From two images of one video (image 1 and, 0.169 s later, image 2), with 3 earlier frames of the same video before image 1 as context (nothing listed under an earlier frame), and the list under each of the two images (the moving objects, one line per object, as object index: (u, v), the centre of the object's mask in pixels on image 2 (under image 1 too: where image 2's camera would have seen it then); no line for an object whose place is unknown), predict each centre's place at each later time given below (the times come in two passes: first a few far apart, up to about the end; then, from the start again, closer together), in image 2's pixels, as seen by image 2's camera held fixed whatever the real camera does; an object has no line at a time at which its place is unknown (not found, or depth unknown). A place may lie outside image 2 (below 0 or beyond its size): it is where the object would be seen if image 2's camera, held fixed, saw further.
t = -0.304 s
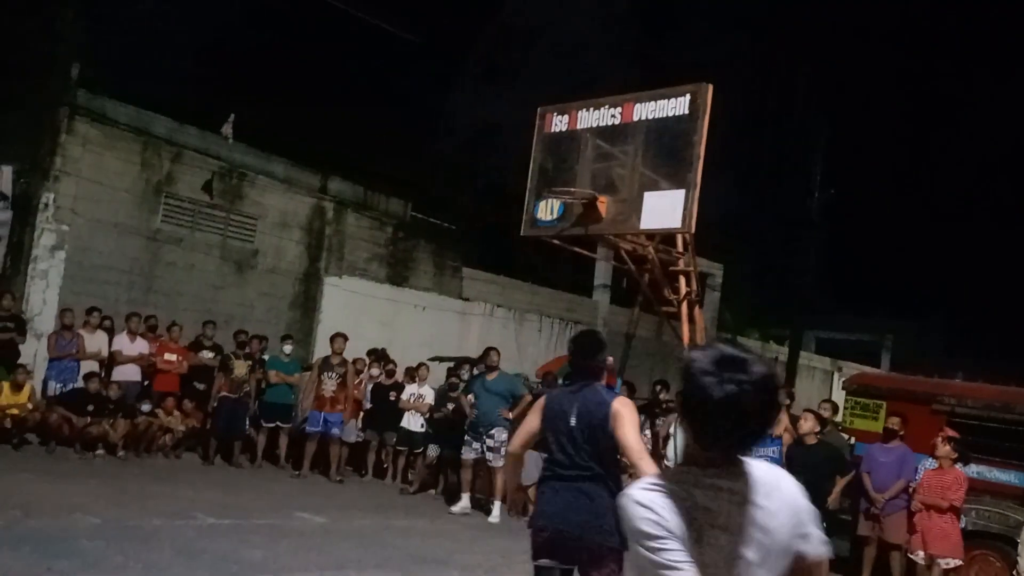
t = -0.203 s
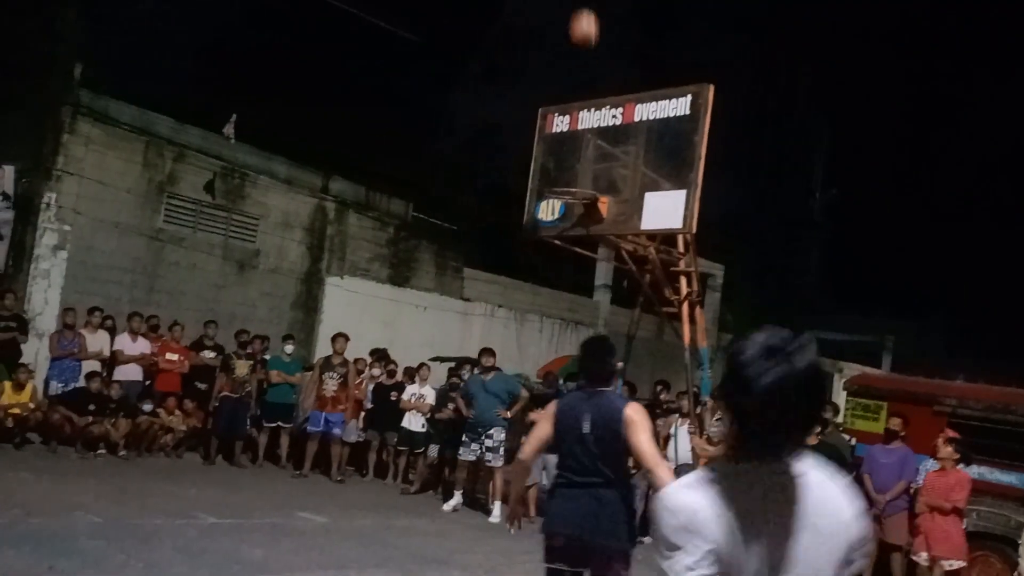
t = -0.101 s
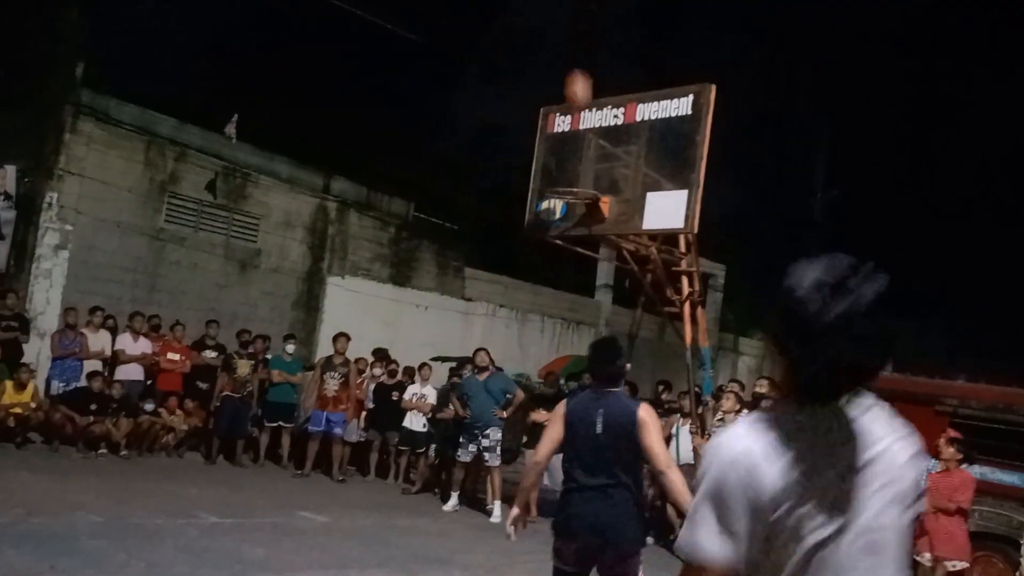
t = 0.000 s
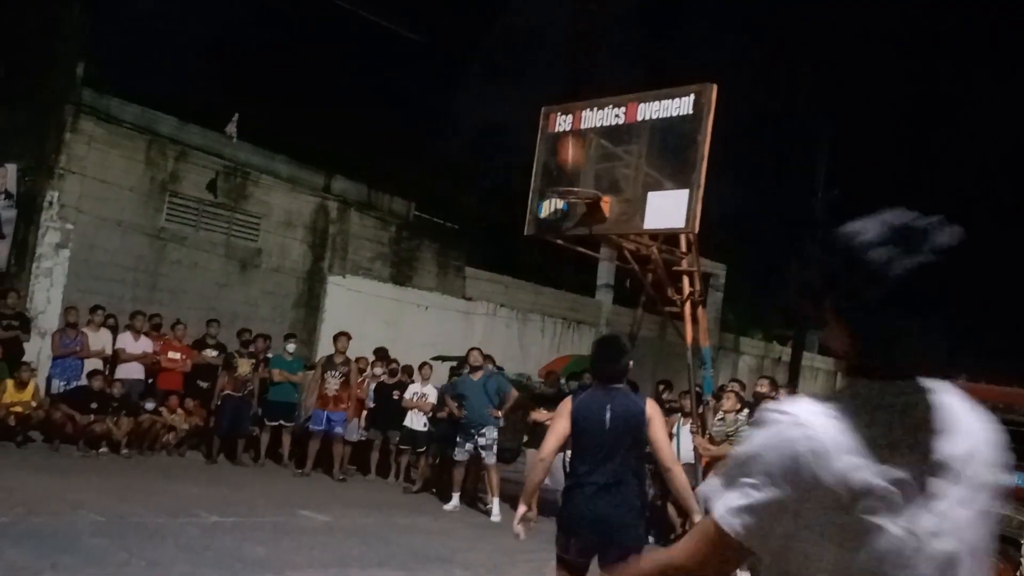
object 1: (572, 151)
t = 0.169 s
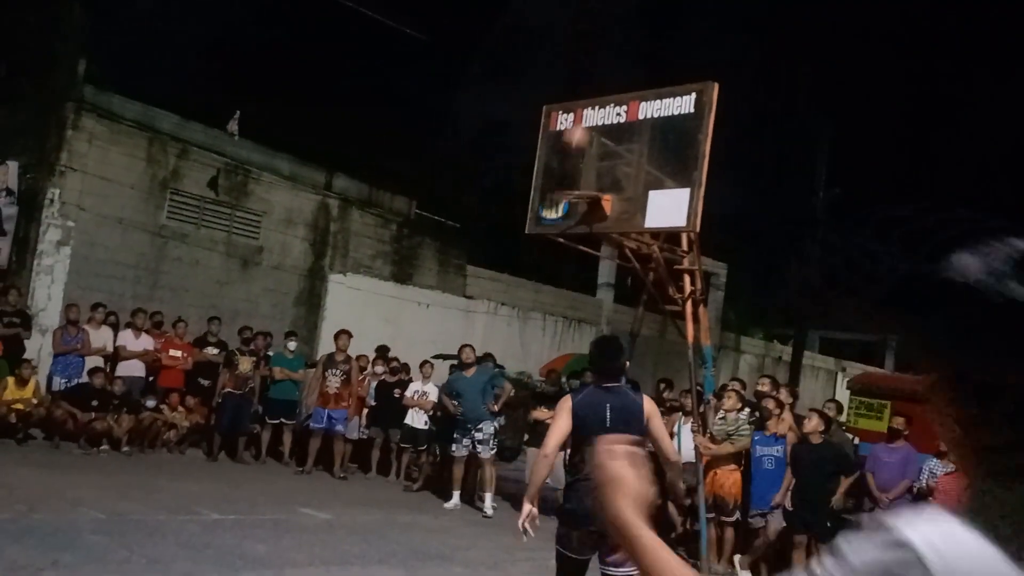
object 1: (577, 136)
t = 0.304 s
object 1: (583, 103)
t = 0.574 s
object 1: (587, 93)
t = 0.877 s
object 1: (583, 173)
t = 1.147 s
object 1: (582, 214)
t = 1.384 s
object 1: (575, 329)
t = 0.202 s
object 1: (577, 127)
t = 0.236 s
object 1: (578, 117)
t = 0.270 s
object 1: (581, 109)
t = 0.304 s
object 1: (583, 103)
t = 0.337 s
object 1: (583, 98)
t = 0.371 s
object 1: (584, 92)
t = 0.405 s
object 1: (585, 90)
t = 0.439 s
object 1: (586, 89)
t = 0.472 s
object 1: (586, 89)
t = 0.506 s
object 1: (586, 90)
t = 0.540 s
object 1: (587, 91)
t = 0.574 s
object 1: (587, 93)
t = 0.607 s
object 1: (587, 98)
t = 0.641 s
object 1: (587, 104)
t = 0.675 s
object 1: (586, 111)
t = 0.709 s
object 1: (585, 121)
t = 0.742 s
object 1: (585, 131)
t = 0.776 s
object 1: (584, 142)
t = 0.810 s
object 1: (584, 154)
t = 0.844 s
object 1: (583, 170)
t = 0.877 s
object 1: (583, 173)
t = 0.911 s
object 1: (584, 173)
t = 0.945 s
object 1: (584, 176)
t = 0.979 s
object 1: (584, 178)
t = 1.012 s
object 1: (584, 183)
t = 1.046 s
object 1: (584, 189)
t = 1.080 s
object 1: (584, 196)
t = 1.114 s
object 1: (583, 204)
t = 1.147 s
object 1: (582, 214)
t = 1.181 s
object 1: (582, 227)
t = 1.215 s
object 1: (581, 240)
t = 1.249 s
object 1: (580, 255)
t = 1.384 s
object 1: (575, 329)
